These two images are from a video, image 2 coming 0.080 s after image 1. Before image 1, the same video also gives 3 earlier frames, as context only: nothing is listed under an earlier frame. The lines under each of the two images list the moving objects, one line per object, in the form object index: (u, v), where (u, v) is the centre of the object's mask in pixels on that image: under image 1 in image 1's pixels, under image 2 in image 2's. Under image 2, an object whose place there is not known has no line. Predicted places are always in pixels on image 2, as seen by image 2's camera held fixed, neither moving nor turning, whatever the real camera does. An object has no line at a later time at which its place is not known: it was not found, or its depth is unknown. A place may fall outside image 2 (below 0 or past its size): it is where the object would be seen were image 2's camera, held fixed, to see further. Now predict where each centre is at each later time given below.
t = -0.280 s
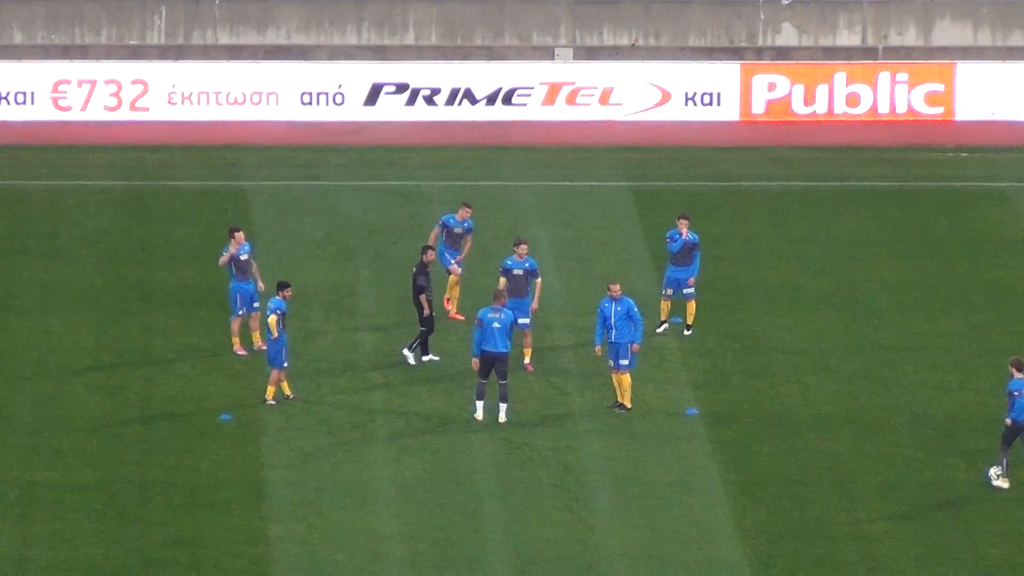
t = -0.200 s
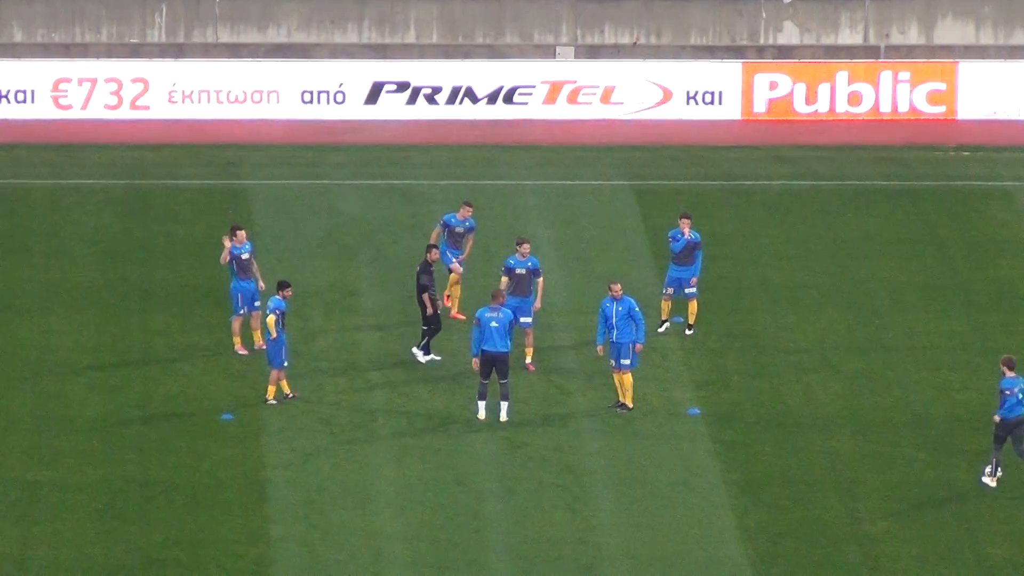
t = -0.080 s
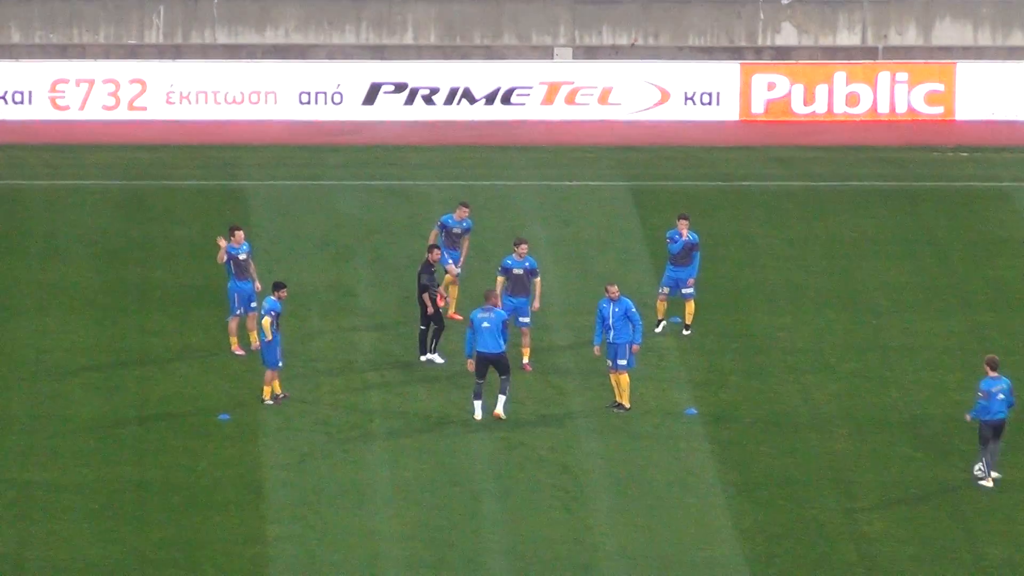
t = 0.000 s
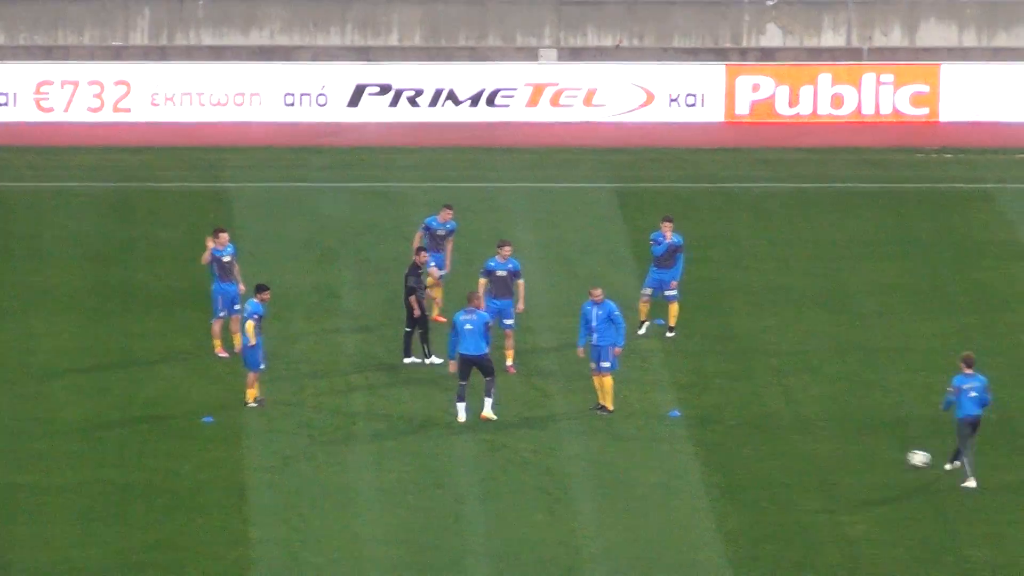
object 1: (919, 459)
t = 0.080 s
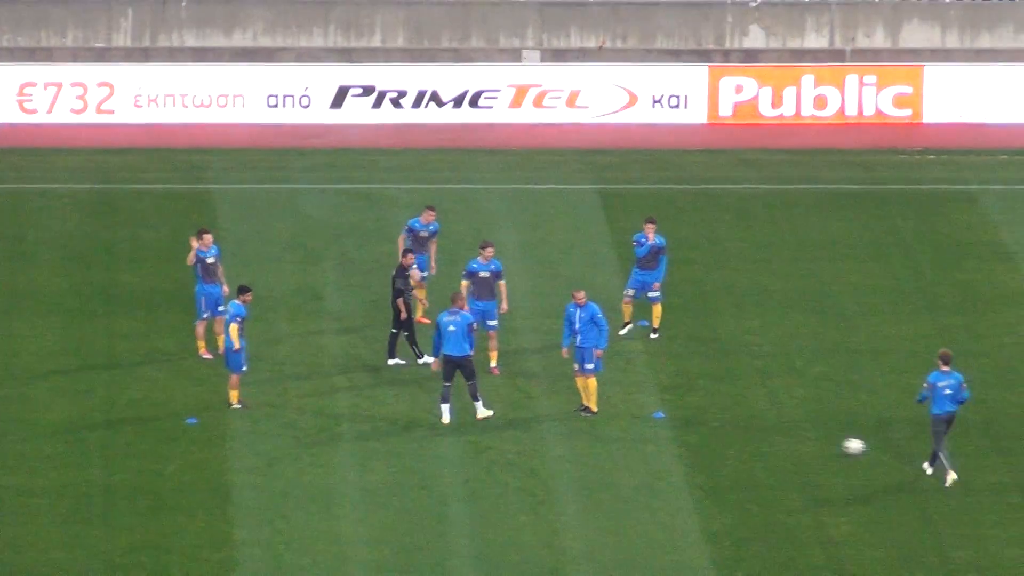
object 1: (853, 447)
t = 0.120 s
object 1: (831, 441)
